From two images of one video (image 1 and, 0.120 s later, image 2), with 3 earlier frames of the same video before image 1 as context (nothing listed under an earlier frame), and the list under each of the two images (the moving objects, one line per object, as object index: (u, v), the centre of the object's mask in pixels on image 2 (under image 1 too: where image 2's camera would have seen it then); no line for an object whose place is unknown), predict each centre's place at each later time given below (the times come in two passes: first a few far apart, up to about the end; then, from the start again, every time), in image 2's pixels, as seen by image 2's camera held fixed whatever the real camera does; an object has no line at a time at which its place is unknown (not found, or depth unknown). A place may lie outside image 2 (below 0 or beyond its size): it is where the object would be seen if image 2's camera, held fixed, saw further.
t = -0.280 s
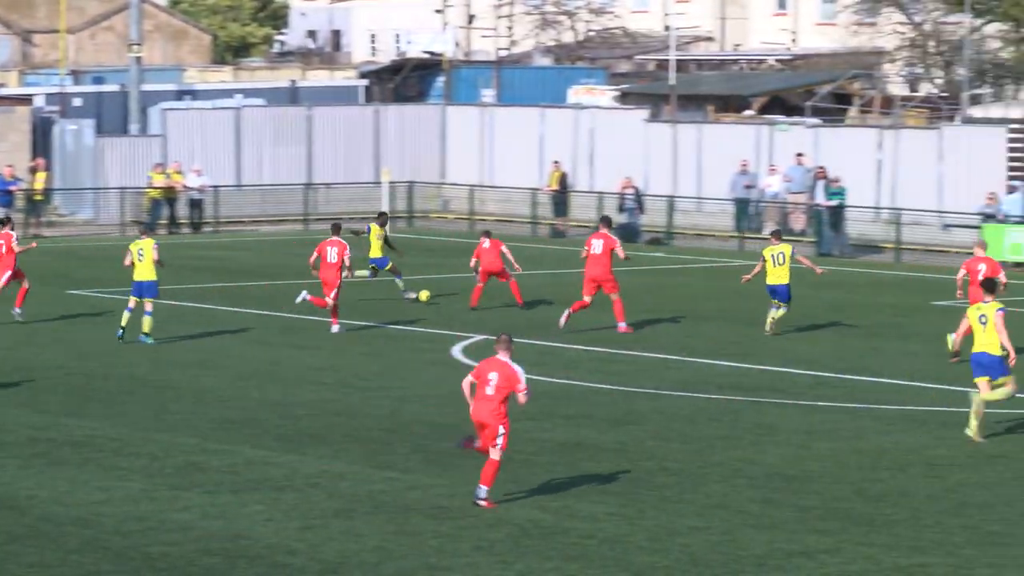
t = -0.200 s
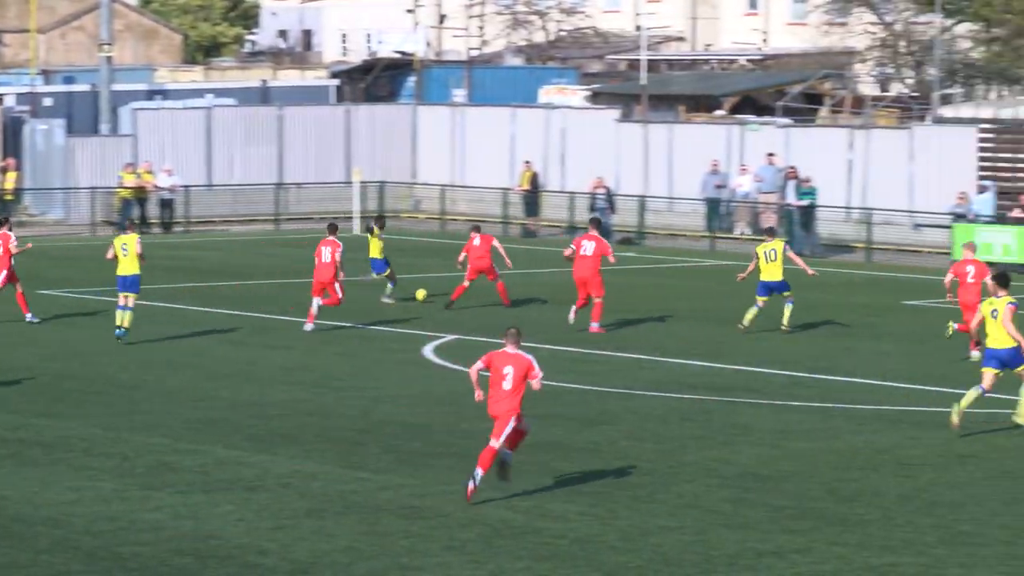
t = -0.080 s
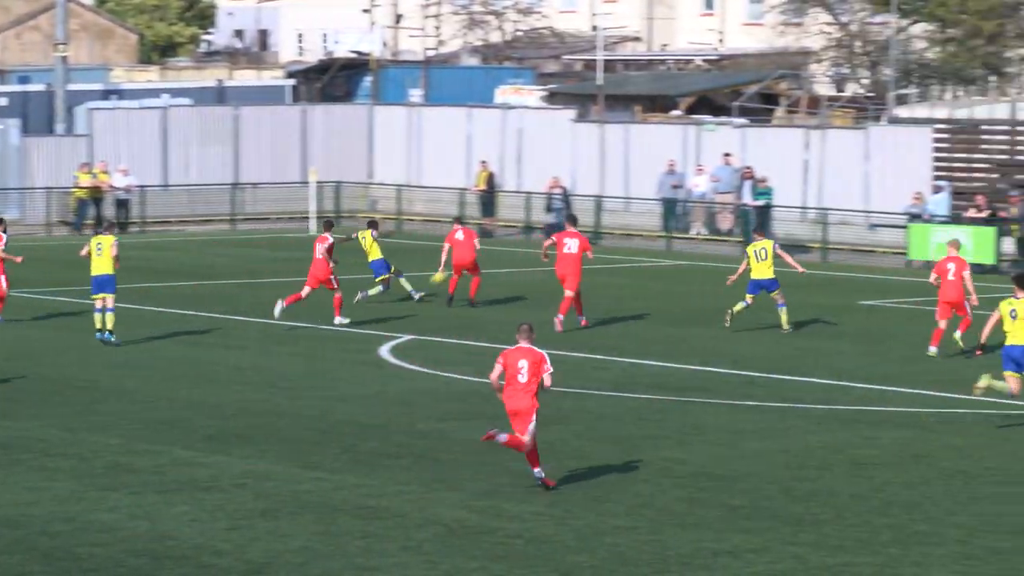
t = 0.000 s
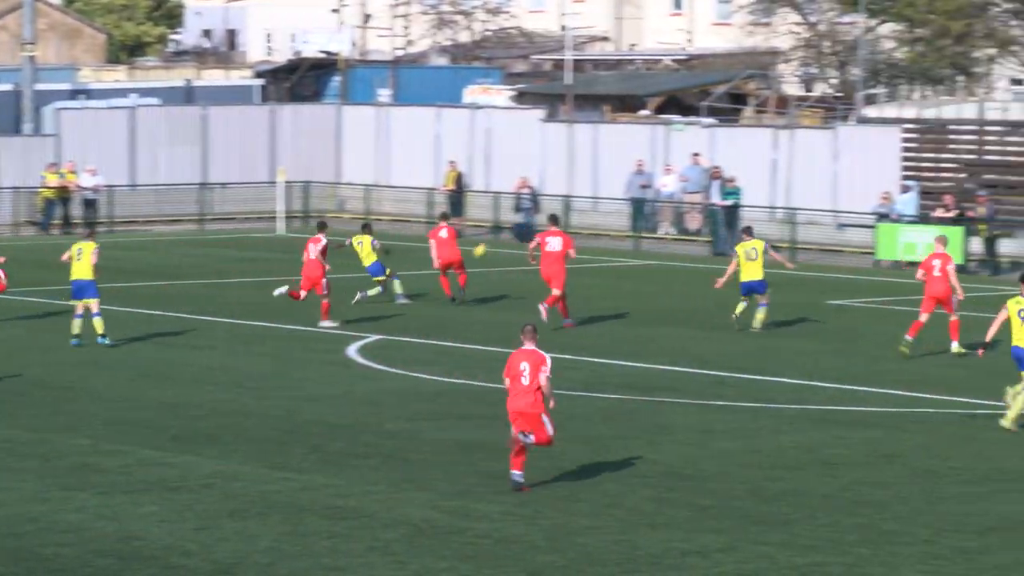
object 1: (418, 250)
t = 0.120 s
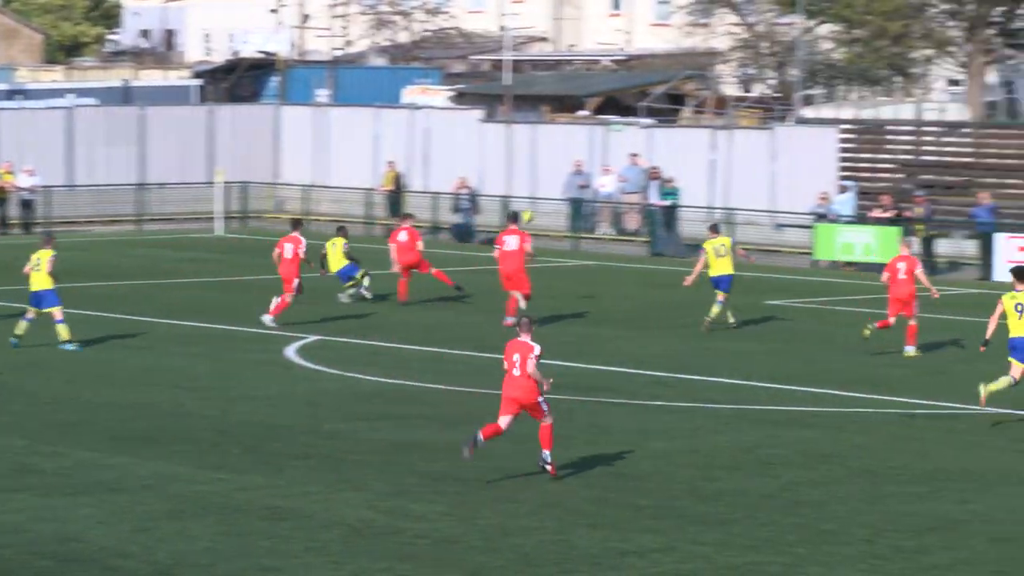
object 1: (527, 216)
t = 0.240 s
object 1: (632, 187)
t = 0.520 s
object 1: (882, 140)
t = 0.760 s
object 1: (1108, 124)
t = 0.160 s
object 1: (563, 206)
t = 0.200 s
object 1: (597, 195)
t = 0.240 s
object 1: (632, 187)
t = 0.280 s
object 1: (669, 179)
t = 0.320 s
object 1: (705, 172)
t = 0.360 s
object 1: (740, 164)
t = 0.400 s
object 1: (775, 157)
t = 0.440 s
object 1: (811, 151)
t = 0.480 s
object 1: (846, 144)
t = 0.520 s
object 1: (882, 140)
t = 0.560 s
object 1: (919, 135)
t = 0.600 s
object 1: (956, 132)
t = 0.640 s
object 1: (993, 129)
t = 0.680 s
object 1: (1031, 126)
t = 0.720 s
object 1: (1069, 126)
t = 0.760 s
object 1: (1108, 124)
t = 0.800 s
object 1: (1148, 123)
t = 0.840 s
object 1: (1187, 124)
